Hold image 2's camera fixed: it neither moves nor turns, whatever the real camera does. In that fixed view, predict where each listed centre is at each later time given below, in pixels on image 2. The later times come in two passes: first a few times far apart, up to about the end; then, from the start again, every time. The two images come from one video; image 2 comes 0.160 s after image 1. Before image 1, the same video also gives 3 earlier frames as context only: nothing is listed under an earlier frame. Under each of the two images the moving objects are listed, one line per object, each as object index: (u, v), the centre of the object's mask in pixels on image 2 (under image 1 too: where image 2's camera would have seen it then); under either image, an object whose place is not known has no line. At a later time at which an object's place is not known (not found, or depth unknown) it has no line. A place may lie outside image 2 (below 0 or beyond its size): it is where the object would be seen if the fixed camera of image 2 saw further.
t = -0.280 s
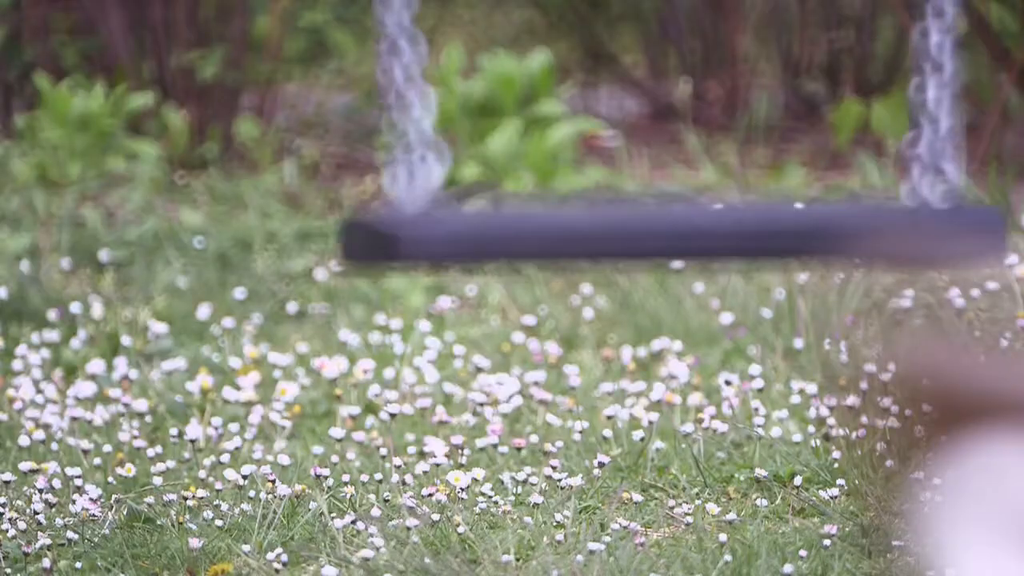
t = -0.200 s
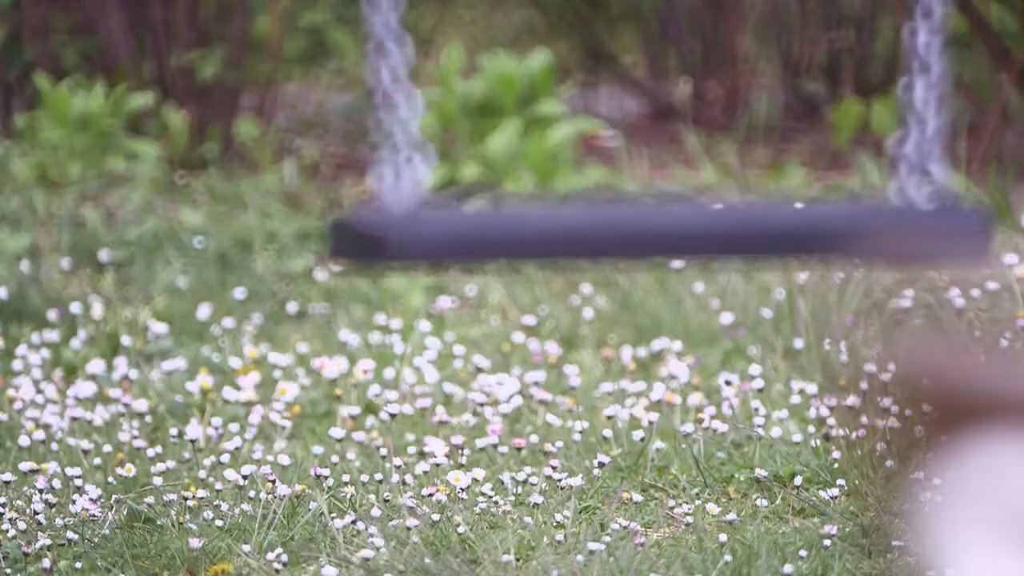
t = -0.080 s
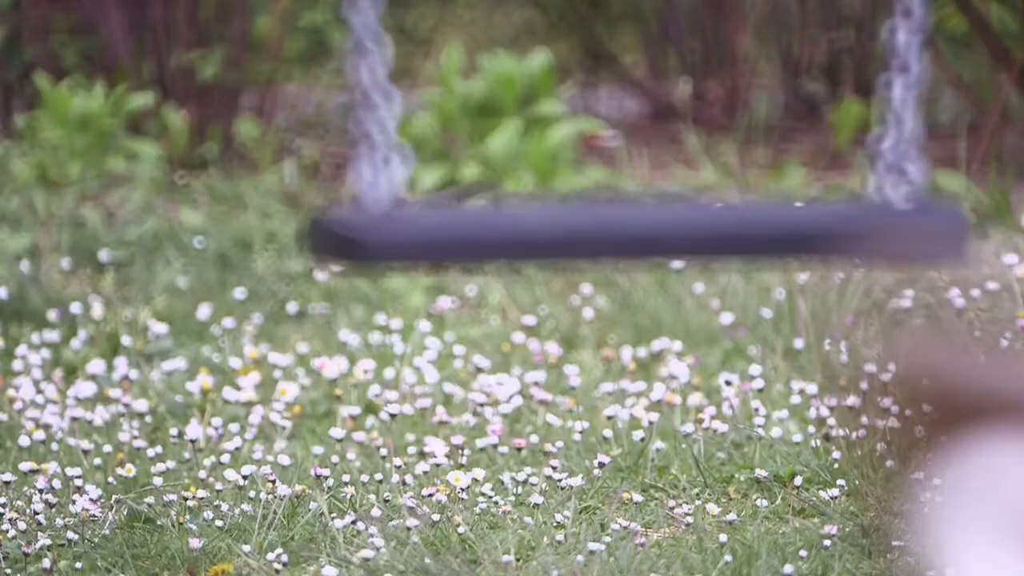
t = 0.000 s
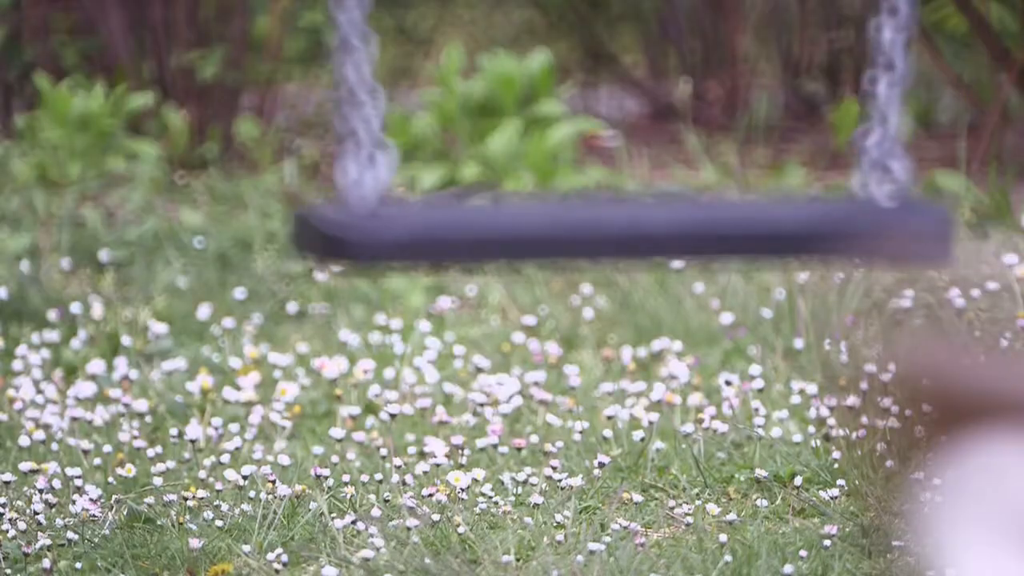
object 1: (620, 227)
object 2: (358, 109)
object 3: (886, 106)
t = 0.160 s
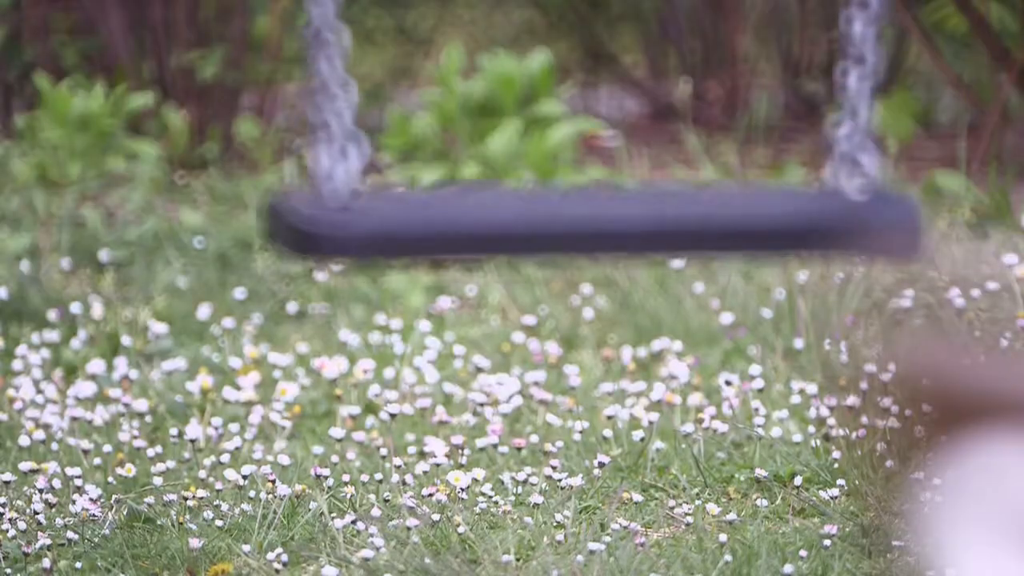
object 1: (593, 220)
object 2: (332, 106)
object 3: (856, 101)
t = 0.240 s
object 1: (581, 217)
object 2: (320, 106)
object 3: (843, 98)
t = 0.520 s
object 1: (549, 208)
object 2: (292, 101)
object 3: (810, 94)
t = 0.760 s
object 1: (549, 212)
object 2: (293, 105)
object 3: (810, 96)
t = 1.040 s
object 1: (582, 225)
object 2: (323, 111)
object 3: (841, 103)
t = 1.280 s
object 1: (628, 232)
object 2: (361, 112)
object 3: (885, 108)
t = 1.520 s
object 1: (672, 232)
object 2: (400, 108)
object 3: (932, 105)
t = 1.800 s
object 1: (696, 231)
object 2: (427, 105)
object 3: (963, 102)
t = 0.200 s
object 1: (589, 219)
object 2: (326, 107)
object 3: (850, 100)
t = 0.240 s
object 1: (581, 217)
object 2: (320, 106)
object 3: (843, 98)
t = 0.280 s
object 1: (574, 214)
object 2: (314, 106)
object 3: (837, 95)
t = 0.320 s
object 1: (568, 213)
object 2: (309, 103)
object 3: (831, 93)
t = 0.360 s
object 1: (563, 211)
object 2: (305, 103)
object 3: (825, 93)
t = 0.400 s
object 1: (558, 210)
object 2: (299, 102)
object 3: (820, 95)
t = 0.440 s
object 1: (555, 210)
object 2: (297, 102)
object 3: (816, 95)
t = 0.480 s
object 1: (552, 208)
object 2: (294, 101)
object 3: (813, 94)
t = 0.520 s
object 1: (549, 208)
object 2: (292, 101)
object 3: (810, 94)
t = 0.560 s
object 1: (547, 208)
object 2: (290, 101)
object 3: (808, 94)
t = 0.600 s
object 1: (546, 208)
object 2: (290, 101)
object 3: (806, 94)
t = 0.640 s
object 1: (545, 208)
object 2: (290, 102)
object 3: (806, 95)
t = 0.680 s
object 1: (545, 209)
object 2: (290, 103)
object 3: (806, 95)
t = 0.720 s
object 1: (547, 210)
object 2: (291, 104)
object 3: (807, 95)
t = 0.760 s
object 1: (549, 212)
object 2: (293, 105)
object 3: (810, 96)
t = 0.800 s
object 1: (553, 213)
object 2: (296, 107)
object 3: (812, 97)
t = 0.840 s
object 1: (556, 216)
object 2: (299, 107)
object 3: (815, 98)
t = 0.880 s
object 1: (560, 217)
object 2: (302, 108)
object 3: (819, 99)
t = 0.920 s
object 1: (566, 219)
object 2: (306, 109)
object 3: (824, 100)
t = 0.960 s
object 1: (571, 220)
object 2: (311, 112)
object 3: (829, 101)
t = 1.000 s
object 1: (578, 223)
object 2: (316, 112)
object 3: (835, 102)
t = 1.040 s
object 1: (582, 225)
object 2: (323, 111)
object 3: (841, 103)
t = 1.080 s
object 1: (587, 227)
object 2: (329, 112)
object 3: (847, 105)
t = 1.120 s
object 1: (594, 228)
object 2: (337, 113)
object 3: (855, 106)
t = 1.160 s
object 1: (603, 229)
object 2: (343, 114)
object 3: (864, 106)
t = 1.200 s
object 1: (610, 230)
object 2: (349, 115)
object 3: (870, 109)
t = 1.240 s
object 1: (616, 230)
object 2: (355, 115)
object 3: (878, 107)
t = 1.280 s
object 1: (628, 232)
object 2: (361, 112)
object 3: (885, 108)
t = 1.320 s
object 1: (635, 232)
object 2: (368, 113)
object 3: (893, 108)
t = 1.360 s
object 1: (644, 232)
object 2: (375, 113)
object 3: (902, 108)
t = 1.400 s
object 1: (654, 232)
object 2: (381, 112)
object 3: (910, 109)
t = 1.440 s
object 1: (663, 232)
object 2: (388, 112)
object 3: (917, 107)
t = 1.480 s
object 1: (668, 232)
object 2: (394, 109)
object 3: (924, 106)
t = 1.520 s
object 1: (672, 232)
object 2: (400, 108)
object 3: (932, 105)
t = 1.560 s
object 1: (676, 231)
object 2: (406, 108)
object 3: (939, 104)
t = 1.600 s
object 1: (683, 231)
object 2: (411, 106)
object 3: (945, 104)
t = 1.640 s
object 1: (687, 230)
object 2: (415, 106)
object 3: (951, 103)
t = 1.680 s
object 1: (691, 230)
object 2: (419, 106)
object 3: (955, 102)
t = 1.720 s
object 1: (694, 231)
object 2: (423, 105)
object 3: (959, 102)
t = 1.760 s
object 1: (696, 230)
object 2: (425, 104)
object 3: (962, 103)
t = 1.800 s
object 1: (696, 231)
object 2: (427, 105)
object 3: (963, 102)
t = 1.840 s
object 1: (698, 230)
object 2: (428, 104)
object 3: (964, 102)
